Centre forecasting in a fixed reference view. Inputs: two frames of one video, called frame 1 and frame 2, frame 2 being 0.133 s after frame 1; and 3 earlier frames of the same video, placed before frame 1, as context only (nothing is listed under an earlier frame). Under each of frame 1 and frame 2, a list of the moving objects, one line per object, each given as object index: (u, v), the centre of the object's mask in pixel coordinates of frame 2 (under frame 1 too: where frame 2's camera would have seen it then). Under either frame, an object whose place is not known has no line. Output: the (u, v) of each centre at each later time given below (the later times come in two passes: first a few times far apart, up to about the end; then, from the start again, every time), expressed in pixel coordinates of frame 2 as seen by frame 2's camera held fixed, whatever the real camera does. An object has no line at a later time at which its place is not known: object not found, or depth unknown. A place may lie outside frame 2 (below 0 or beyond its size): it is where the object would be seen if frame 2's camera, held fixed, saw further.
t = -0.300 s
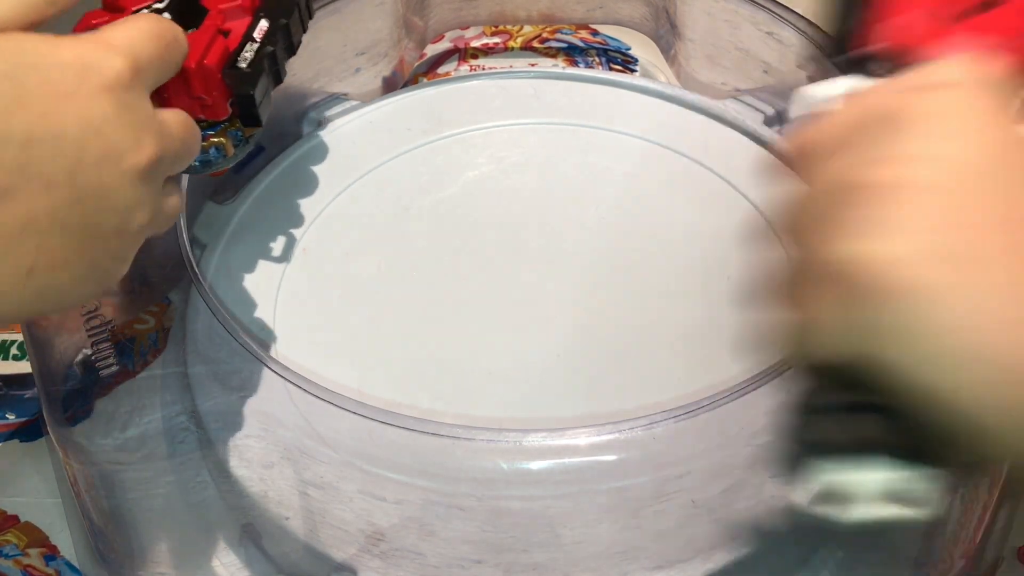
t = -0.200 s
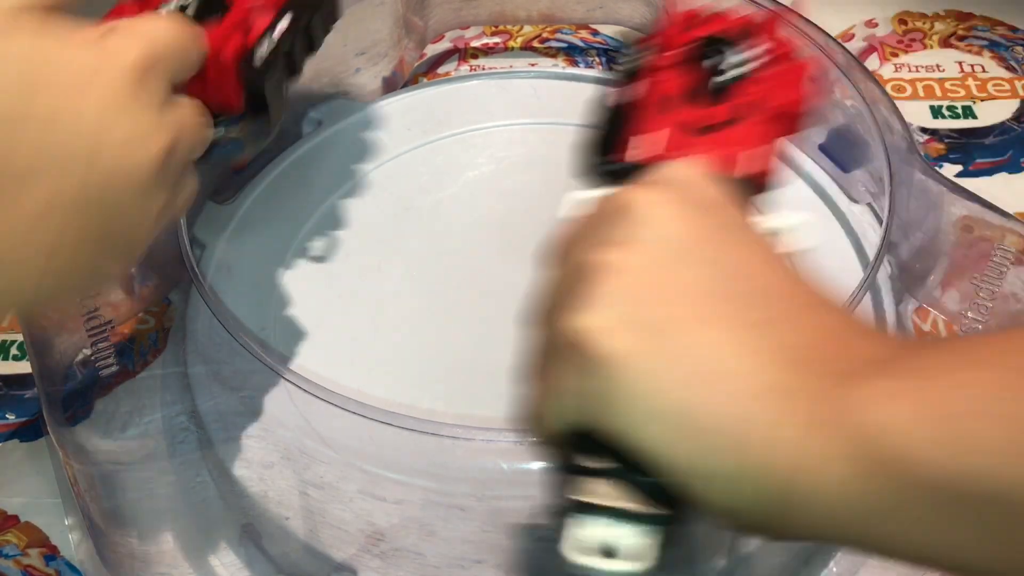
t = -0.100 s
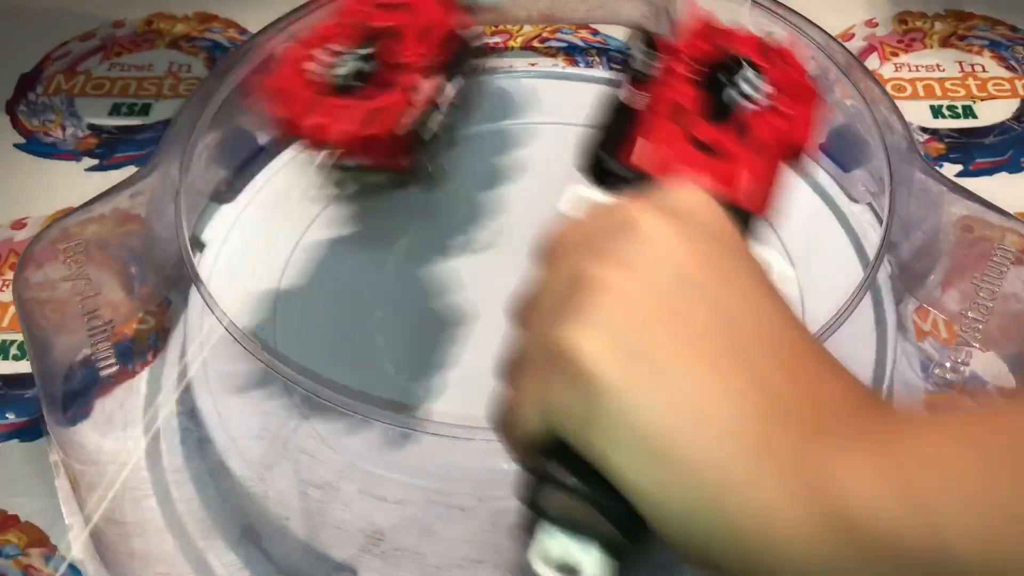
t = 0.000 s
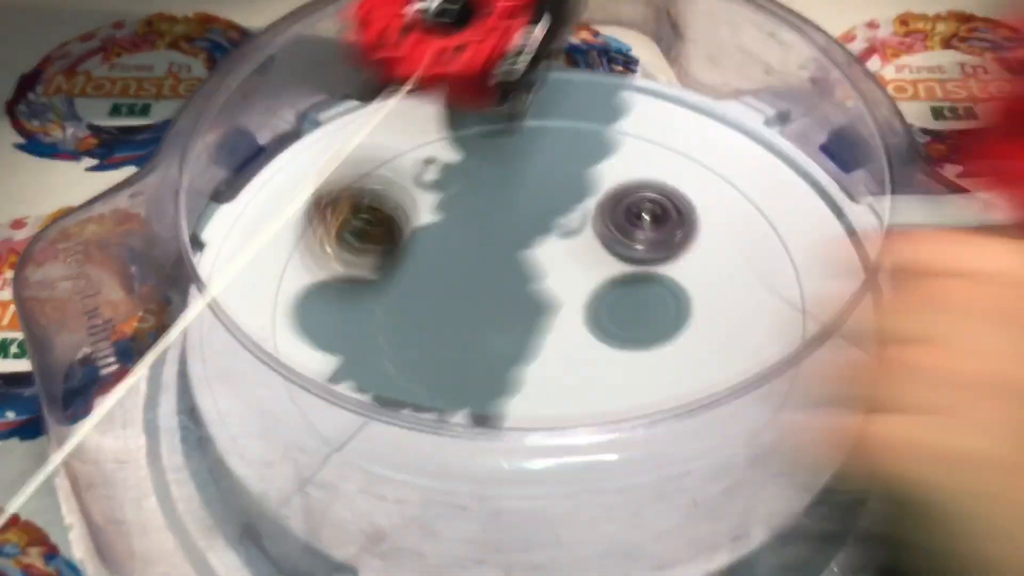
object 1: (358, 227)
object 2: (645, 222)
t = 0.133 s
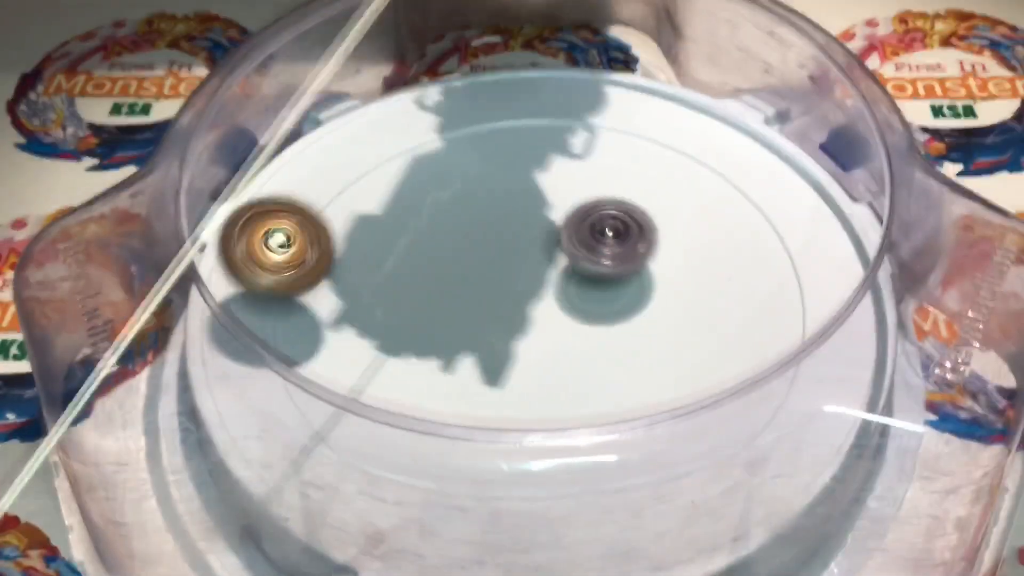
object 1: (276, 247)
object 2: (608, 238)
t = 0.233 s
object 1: (263, 289)
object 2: (585, 247)
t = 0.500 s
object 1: (354, 313)
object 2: (549, 247)
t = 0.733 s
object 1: (472, 338)
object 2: (572, 240)
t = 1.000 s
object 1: (514, 396)
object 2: (534, 218)
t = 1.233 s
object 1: (558, 383)
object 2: (527, 303)
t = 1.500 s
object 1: (600, 399)
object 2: (531, 206)
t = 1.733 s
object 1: (614, 357)
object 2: (461, 255)
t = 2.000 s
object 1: (650, 305)
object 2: (509, 311)
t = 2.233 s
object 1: (609, 259)
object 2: (512, 297)
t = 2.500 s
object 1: (578, 237)
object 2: (453, 315)
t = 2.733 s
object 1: (496, 238)
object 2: (490, 325)
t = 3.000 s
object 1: (429, 235)
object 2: (513, 297)
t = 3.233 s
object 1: (425, 256)
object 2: (528, 275)
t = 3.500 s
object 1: (437, 285)
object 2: (556, 247)
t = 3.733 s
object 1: (486, 321)
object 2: (554, 253)
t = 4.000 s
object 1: (542, 345)
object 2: (567, 268)
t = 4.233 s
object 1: (578, 347)
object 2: (570, 268)
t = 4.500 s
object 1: (602, 331)
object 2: (553, 255)
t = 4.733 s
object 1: (605, 302)
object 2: (519, 254)
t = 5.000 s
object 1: (585, 263)
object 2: (482, 272)
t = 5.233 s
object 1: (566, 238)
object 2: (462, 306)
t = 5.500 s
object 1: (521, 241)
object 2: (496, 329)
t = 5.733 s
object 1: (480, 249)
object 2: (542, 327)
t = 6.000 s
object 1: (467, 271)
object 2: (573, 298)
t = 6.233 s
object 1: (476, 298)
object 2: (576, 274)
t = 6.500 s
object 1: (498, 332)
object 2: (572, 249)
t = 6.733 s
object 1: (535, 336)
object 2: (557, 252)
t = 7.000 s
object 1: (574, 330)
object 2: (548, 250)
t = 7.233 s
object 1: (589, 312)
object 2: (532, 240)
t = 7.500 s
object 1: (609, 305)
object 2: (481, 223)
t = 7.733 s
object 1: (582, 289)
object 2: (475, 250)
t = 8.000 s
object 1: (628, 291)
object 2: (381, 250)
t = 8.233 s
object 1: (595, 295)
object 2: (380, 278)
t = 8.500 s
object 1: (554, 290)
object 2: (444, 291)
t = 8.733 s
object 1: (585, 286)
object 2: (445, 284)
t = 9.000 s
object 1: (601, 291)
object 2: (460, 275)
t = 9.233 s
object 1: (599, 297)
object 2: (482, 260)
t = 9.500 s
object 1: (588, 299)
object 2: (484, 247)
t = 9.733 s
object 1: (577, 303)
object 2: (482, 243)
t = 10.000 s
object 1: (729, 437)
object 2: (356, 92)
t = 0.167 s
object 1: (270, 270)
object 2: (599, 240)
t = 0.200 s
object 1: (270, 298)
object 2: (591, 248)
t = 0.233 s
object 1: (263, 289)
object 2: (585, 247)
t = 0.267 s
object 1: (262, 285)
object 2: (579, 247)
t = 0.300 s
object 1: (268, 297)
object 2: (573, 247)
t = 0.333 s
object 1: (272, 304)
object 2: (568, 251)
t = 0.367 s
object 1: (272, 301)
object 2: (565, 250)
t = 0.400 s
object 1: (282, 311)
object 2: (562, 250)
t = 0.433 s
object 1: (298, 316)
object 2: (559, 248)
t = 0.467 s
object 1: (325, 317)
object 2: (554, 248)
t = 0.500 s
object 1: (354, 313)
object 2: (549, 247)
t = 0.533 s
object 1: (381, 311)
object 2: (544, 248)
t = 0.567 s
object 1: (407, 309)
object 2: (539, 250)
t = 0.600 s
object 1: (433, 308)
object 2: (535, 252)
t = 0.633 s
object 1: (456, 308)
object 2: (534, 256)
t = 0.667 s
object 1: (461, 316)
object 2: (549, 251)
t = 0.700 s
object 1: (466, 327)
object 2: (562, 246)
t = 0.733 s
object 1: (472, 338)
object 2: (572, 240)
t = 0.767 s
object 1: (477, 350)
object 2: (579, 234)
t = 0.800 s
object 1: (482, 362)
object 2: (582, 228)
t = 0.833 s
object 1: (487, 371)
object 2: (581, 222)
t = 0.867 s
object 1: (493, 380)
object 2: (577, 218)
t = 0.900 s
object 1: (498, 387)
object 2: (570, 214)
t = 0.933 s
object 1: (504, 391)
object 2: (559, 212)
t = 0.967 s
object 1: (508, 394)
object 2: (547, 214)
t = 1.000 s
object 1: (514, 396)
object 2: (534, 218)
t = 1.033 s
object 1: (520, 397)
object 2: (522, 226)
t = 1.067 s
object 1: (526, 397)
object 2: (513, 238)
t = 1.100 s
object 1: (533, 396)
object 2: (507, 252)
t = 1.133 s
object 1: (539, 394)
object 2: (505, 266)
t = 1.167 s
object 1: (546, 392)
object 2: (509, 278)
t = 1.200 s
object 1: (551, 389)
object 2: (515, 292)
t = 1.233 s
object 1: (558, 383)
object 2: (527, 303)
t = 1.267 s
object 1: (566, 392)
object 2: (539, 301)
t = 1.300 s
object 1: (574, 399)
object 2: (548, 279)
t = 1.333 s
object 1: (581, 403)
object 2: (554, 258)
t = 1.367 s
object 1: (586, 404)
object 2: (557, 241)
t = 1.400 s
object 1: (590, 404)
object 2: (556, 227)
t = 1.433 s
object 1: (594, 404)
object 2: (550, 217)
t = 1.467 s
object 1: (597, 402)
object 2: (542, 210)
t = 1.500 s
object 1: (600, 399)
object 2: (531, 206)
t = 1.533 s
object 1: (603, 397)
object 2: (518, 204)
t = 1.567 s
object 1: (605, 392)
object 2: (503, 206)
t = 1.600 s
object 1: (608, 388)
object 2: (490, 209)
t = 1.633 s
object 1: (609, 381)
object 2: (478, 217)
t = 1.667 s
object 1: (610, 374)
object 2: (470, 227)
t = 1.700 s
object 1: (612, 367)
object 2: (463, 240)
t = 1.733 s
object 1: (614, 357)
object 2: (461, 255)
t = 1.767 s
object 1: (615, 350)
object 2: (464, 269)
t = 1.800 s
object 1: (617, 342)
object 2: (472, 284)
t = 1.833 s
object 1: (618, 335)
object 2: (485, 298)
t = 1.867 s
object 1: (619, 326)
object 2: (501, 311)
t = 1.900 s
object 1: (626, 321)
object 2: (514, 314)
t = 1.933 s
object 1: (639, 313)
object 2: (511, 314)
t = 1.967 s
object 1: (646, 304)
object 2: (510, 313)
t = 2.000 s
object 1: (650, 305)
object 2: (509, 311)
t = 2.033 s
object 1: (649, 295)
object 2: (508, 307)
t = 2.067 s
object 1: (646, 291)
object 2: (509, 303)
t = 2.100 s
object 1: (640, 284)
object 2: (509, 300)
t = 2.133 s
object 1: (633, 278)
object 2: (510, 297)
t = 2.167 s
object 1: (625, 272)
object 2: (510, 296)
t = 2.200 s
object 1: (617, 266)
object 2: (510, 296)
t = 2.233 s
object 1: (609, 259)
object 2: (512, 297)
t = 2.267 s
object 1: (601, 254)
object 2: (513, 297)
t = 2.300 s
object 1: (604, 250)
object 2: (498, 297)
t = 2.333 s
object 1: (606, 243)
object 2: (485, 296)
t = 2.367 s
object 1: (605, 241)
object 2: (472, 297)
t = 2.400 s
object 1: (600, 239)
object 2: (463, 299)
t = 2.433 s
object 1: (594, 238)
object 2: (456, 303)
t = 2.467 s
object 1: (586, 237)
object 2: (453, 308)
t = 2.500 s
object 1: (578, 237)
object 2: (453, 315)
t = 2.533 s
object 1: (568, 237)
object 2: (456, 322)
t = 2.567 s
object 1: (558, 238)
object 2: (461, 328)
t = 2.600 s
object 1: (545, 238)
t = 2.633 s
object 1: (532, 237)
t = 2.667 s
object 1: (520, 238)
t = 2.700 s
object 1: (507, 238)
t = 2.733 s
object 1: (496, 238)
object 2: (490, 325)
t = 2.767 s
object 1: (484, 237)
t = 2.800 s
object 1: (472, 236)
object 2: (499, 318)
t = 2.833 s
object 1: (462, 235)
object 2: (503, 314)
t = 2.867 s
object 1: (453, 234)
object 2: (507, 311)
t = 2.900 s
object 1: (445, 234)
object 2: (509, 306)
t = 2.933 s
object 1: (438, 234)
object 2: (511, 303)
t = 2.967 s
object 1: (433, 233)
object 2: (512, 300)
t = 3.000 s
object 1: (429, 235)
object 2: (513, 297)
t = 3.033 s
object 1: (427, 238)
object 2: (513, 294)
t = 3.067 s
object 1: (425, 240)
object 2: (514, 291)
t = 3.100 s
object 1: (426, 245)
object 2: (514, 289)
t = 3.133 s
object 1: (424, 246)
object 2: (517, 288)
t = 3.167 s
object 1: (423, 249)
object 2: (520, 286)
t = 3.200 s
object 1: (424, 252)
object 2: (524, 281)
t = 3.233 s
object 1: (425, 256)
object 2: (528, 275)
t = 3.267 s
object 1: (428, 260)
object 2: (531, 270)
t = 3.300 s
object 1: (425, 261)
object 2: (541, 266)
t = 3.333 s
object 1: (423, 263)
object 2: (547, 263)
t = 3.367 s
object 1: (424, 266)
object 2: (552, 259)
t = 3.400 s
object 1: (425, 269)
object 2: (556, 255)
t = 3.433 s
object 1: (429, 275)
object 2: (559, 251)
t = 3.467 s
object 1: (433, 279)
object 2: (558, 249)
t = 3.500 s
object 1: (437, 285)
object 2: (556, 247)
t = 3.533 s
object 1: (443, 290)
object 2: (554, 247)
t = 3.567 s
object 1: (450, 295)
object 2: (553, 247)
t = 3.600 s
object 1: (456, 301)
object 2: (552, 248)
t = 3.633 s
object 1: (463, 306)
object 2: (552, 250)
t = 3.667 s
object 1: (471, 311)
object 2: (552, 250)
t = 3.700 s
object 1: (479, 316)
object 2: (553, 252)
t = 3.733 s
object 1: (486, 321)
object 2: (554, 253)
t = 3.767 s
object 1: (493, 326)
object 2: (555, 256)
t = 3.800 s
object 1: (501, 330)
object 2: (557, 257)
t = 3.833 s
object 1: (508, 334)
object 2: (559, 258)
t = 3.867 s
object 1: (514, 338)
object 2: (561, 260)
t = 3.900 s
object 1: (521, 341)
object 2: (562, 262)
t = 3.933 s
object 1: (528, 343)
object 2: (564, 264)
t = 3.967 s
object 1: (535, 344)
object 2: (566, 265)
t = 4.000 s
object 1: (542, 345)
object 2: (567, 268)
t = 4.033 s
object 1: (549, 345)
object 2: (568, 269)
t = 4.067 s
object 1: (555, 345)
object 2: (568, 270)
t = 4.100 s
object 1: (560, 348)
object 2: (570, 270)
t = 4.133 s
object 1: (565, 349)
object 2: (571, 268)
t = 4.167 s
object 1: (569, 349)
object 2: (571, 268)
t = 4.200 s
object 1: (574, 349)
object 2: (571, 268)
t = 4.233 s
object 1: (578, 347)
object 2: (570, 268)
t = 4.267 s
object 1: (582, 345)
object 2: (569, 269)
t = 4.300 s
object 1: (584, 344)
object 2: (569, 267)
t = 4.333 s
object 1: (587, 343)
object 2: (568, 266)
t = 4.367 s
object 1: (589, 340)
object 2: (566, 264)
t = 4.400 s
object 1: (591, 337)
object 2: (563, 264)
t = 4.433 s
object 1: (595, 336)
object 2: (560, 260)
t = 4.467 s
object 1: (598, 335)
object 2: (556, 256)
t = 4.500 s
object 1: (602, 331)
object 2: (553, 255)
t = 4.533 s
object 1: (603, 328)
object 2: (548, 254)
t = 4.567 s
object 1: (605, 323)
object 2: (545, 255)
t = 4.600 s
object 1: (604, 318)
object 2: (541, 255)
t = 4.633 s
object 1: (604, 313)
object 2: (537, 256)
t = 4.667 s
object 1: (605, 309)
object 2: (530, 253)
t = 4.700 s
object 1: (605, 306)
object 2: (524, 253)
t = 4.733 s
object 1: (605, 302)
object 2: (519, 254)
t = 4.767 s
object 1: (603, 297)
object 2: (514, 255)
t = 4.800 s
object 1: (601, 291)
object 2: (510, 257)
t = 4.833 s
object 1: (601, 288)
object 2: (503, 258)
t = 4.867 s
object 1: (599, 282)
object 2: (497, 260)
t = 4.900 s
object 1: (597, 277)
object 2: (492, 262)
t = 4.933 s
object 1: (593, 273)
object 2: (488, 265)
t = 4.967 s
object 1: (589, 268)
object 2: (484, 269)
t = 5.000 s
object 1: (585, 263)
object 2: (482, 272)
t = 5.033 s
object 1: (580, 260)
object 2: (479, 275)
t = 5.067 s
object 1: (576, 255)
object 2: (475, 280)
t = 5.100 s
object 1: (576, 251)
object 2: (468, 286)
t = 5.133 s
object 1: (575, 246)
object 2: (465, 291)
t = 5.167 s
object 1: (573, 243)
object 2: (462, 296)
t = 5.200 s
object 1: (570, 240)
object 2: (462, 301)
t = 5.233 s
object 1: (566, 238)
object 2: (462, 306)
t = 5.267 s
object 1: (562, 236)
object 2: (464, 311)
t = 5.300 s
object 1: (557, 235)
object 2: (466, 315)
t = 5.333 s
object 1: (552, 235)
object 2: (470, 319)
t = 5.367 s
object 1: (546, 237)
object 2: (474, 323)
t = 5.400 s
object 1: (539, 237)
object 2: (479, 325)
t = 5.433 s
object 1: (533, 239)
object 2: (485, 327)
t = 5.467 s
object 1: (527, 240)
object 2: (490, 328)
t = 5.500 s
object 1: (521, 241)
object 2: (496, 329)
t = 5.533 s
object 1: (515, 243)
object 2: (503, 329)
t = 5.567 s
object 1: (509, 245)
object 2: (510, 329)
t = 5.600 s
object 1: (503, 247)
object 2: (516, 328)
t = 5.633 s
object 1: (497, 248)
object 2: (523, 326)
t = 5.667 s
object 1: (491, 249)
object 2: (530, 327)
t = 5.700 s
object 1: (486, 249)
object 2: (536, 327)
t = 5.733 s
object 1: (480, 249)
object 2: (542, 327)
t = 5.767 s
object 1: (477, 250)
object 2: (548, 324)
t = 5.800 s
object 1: (473, 251)
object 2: (553, 322)
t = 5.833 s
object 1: (470, 253)
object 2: (558, 318)
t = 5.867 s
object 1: (468, 256)
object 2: (562, 315)
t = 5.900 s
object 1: (467, 259)
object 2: (566, 311)
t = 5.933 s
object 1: (466, 262)
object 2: (569, 307)
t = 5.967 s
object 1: (466, 267)
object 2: (571, 303)
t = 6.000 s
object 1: (467, 271)
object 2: (573, 298)
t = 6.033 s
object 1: (468, 275)
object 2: (574, 294)
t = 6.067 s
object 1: (469, 279)
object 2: (574, 290)
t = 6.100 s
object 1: (470, 283)
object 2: (576, 286)
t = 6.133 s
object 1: (470, 286)
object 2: (577, 283)
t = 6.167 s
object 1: (471, 290)
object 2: (578, 280)
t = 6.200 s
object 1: (473, 294)
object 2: (577, 277)
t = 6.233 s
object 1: (476, 298)
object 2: (576, 274)
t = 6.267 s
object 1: (480, 302)
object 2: (575, 271)
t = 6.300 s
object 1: (484, 306)
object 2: (573, 268)
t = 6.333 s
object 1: (488, 310)
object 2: (571, 266)
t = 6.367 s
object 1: (492, 314)
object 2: (569, 264)
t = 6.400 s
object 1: (491, 320)
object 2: (571, 258)
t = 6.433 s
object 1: (493, 325)
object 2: (573, 253)
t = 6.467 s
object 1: (495, 329)
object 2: (573, 251)
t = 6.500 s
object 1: (498, 332)
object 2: (572, 249)
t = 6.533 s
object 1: (502, 334)
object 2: (570, 248)
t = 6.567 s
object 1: (507, 336)
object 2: (568, 248)
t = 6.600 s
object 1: (512, 337)
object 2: (566, 248)
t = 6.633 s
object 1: (517, 338)
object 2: (563, 249)
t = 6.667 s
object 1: (522, 338)
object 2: (561, 249)
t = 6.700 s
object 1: (528, 337)
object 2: (559, 251)
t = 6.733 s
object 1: (535, 336)
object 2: (557, 252)
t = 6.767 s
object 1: (541, 335)
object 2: (555, 254)
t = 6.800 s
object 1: (548, 334)
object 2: (553, 256)
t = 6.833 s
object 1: (554, 333)
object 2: (551, 256)
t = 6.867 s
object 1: (558, 333)
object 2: (552, 254)
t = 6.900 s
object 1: (562, 333)
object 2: (552, 253)
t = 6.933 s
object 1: (566, 331)
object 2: (552, 253)
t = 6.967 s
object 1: (569, 329)
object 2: (551, 253)
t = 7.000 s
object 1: (574, 330)
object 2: (548, 250)
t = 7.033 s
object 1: (578, 331)
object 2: (544, 245)
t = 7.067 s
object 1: (581, 329)
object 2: (541, 242)
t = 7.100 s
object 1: (583, 326)
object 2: (538, 241)
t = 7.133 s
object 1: (585, 324)
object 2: (536, 240)
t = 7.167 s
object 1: (586, 320)
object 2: (535, 240)
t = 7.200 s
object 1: (588, 317)
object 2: (534, 240)
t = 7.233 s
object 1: (589, 312)
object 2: (532, 240)
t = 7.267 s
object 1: (590, 307)
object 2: (531, 241)
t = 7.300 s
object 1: (590, 303)
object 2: (529, 241)
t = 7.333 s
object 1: (591, 300)
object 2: (527, 241)
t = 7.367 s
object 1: (592, 297)
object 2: (523, 240)
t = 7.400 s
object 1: (602, 301)
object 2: (510, 232)
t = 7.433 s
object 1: (607, 304)
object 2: (498, 226)
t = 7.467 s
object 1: (609, 305)
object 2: (489, 224)
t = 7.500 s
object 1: (609, 305)
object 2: (481, 223)
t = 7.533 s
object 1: (608, 304)
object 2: (475, 224)
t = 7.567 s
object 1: (605, 301)
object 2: (472, 227)
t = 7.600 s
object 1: (601, 300)
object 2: (470, 231)
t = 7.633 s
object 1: (597, 298)
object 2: (470, 235)
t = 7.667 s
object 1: (592, 294)
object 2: (471, 240)
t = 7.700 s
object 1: (587, 292)
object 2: (472, 245)
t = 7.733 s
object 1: (582, 289)
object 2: (475, 250)
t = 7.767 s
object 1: (577, 287)
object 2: (479, 254)
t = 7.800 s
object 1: (576, 284)
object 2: (478, 257)
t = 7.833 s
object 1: (574, 282)
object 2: (476, 260)
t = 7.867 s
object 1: (592, 286)
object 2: (451, 255)
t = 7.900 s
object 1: (611, 287)
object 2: (423, 250)
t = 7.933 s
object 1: (623, 287)
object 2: (404, 247)
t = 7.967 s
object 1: (628, 289)
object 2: (390, 247)
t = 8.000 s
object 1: (628, 291)
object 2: (381, 250)
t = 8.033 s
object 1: (626, 292)
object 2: (374, 254)
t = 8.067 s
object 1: (622, 293)
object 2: (371, 258)
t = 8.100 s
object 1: (617, 294)
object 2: (369, 262)
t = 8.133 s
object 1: (612, 295)
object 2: (369, 267)
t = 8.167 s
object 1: (606, 296)
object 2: (371, 271)
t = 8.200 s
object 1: (601, 295)
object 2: (375, 275)
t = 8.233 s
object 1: (595, 295)
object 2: (380, 278)
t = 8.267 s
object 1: (589, 295)
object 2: (386, 282)
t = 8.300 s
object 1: (583, 295)
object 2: (393, 285)
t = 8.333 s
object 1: (578, 294)
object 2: (401, 288)
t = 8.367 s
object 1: (572, 293)
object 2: (409, 290)
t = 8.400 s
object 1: (566, 292)
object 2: (418, 291)
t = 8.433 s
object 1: (561, 292)
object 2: (429, 292)
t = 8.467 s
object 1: (555, 291)
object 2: (439, 292)
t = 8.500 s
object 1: (554, 290)
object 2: (444, 291)
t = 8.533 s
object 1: (556, 289)
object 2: (447, 291)
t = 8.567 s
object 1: (562, 288)
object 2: (447, 290)
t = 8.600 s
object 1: (565, 287)
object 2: (448, 289)
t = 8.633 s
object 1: (566, 287)
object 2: (451, 289)
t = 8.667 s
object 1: (567, 286)
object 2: (456, 288)
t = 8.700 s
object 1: (569, 286)
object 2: (458, 288)
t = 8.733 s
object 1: (585, 286)
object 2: (445, 284)
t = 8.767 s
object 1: (595, 285)
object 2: (438, 281)
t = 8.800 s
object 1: (601, 286)
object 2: (435, 279)
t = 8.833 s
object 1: (604, 287)
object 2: (434, 278)
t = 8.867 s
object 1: (605, 288)
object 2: (436, 277)
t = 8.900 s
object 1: (605, 289)
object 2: (440, 277)
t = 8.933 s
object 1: (604, 290)
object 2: (446, 276)
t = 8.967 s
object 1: (602, 290)
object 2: (453, 276)
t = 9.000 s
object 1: (601, 291)
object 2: (460, 275)
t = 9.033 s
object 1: (598, 292)
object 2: (467, 275)
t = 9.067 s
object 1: (595, 292)
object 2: (474, 273)
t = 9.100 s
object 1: (592, 292)
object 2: (480, 272)
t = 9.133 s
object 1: (589, 292)
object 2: (487, 271)
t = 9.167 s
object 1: (594, 294)
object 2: (486, 266)
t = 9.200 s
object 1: (598, 297)
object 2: (483, 263)
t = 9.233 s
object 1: (599, 297)
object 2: (482, 260)
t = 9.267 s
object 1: (599, 297)
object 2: (482, 259)
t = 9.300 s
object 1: (596, 298)
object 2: (482, 258)
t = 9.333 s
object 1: (593, 297)
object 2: (484, 256)
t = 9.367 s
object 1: (589, 297)
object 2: (486, 256)
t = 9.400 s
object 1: (585, 296)
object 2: (488, 255)
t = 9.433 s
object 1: (581, 296)
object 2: (490, 255)
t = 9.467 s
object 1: (580, 295)
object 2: (491, 254)
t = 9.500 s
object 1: (588, 299)
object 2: (484, 247)
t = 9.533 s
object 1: (592, 303)
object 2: (479, 243)
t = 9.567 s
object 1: (593, 304)
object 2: (477, 241)
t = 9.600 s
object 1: (592, 305)
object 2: (477, 241)
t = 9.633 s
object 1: (589, 305)
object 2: (477, 241)
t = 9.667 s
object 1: (586, 305)
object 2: (478, 241)
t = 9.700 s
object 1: (582, 304)
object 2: (481, 242)
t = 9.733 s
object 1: (577, 303)
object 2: (482, 243)
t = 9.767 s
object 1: (572, 301)
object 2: (485, 244)
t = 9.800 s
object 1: (568, 300)
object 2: (487, 245)
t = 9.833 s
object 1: (564, 299)
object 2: (489, 246)
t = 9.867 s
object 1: (603, 332)
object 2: (456, 206)
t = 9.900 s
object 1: (648, 366)
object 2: (417, 164)
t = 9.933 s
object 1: (690, 394)
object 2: (387, 130)
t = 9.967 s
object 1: (723, 425)
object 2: (367, 99)
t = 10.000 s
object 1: (729, 437)
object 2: (356, 92)
